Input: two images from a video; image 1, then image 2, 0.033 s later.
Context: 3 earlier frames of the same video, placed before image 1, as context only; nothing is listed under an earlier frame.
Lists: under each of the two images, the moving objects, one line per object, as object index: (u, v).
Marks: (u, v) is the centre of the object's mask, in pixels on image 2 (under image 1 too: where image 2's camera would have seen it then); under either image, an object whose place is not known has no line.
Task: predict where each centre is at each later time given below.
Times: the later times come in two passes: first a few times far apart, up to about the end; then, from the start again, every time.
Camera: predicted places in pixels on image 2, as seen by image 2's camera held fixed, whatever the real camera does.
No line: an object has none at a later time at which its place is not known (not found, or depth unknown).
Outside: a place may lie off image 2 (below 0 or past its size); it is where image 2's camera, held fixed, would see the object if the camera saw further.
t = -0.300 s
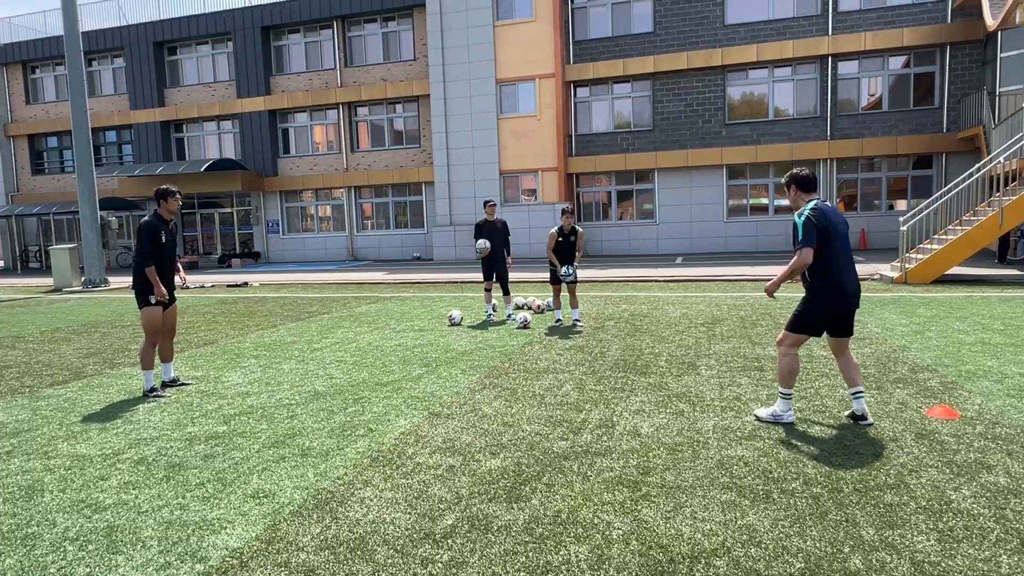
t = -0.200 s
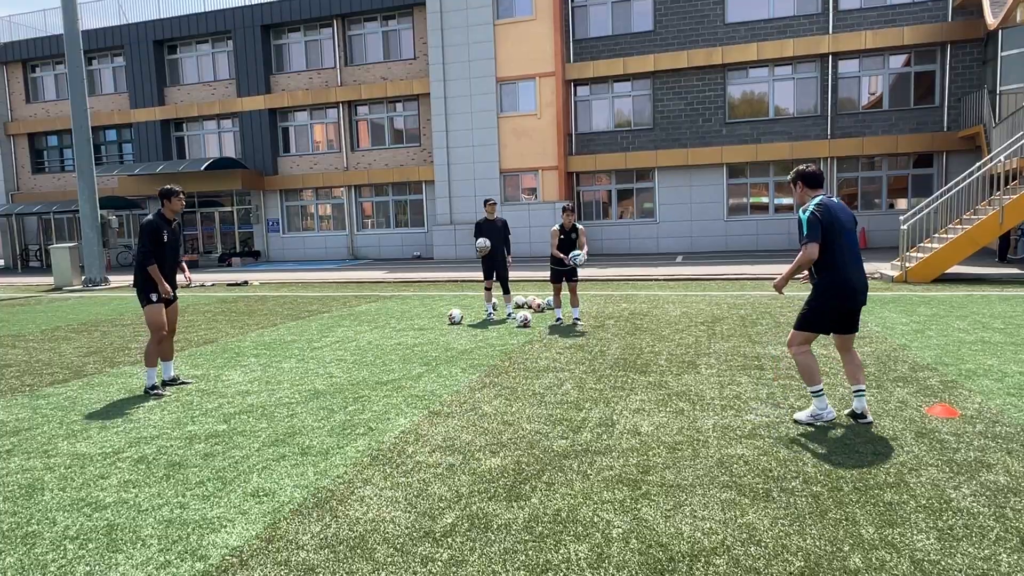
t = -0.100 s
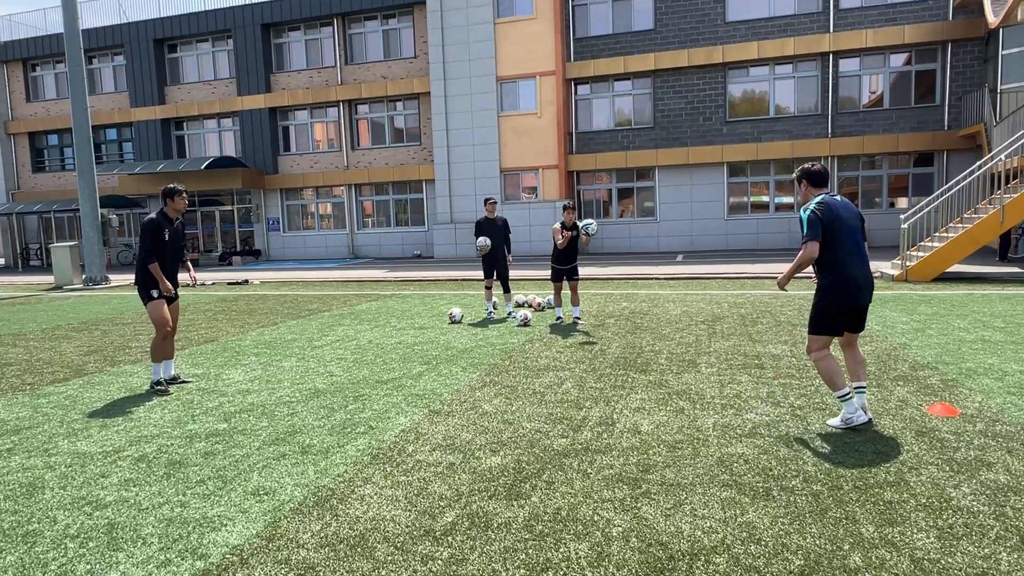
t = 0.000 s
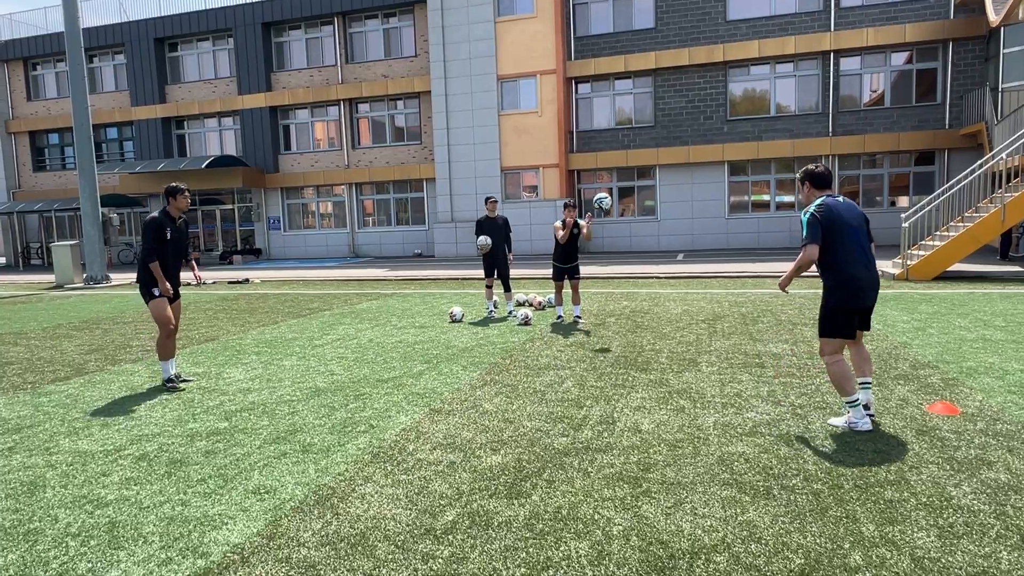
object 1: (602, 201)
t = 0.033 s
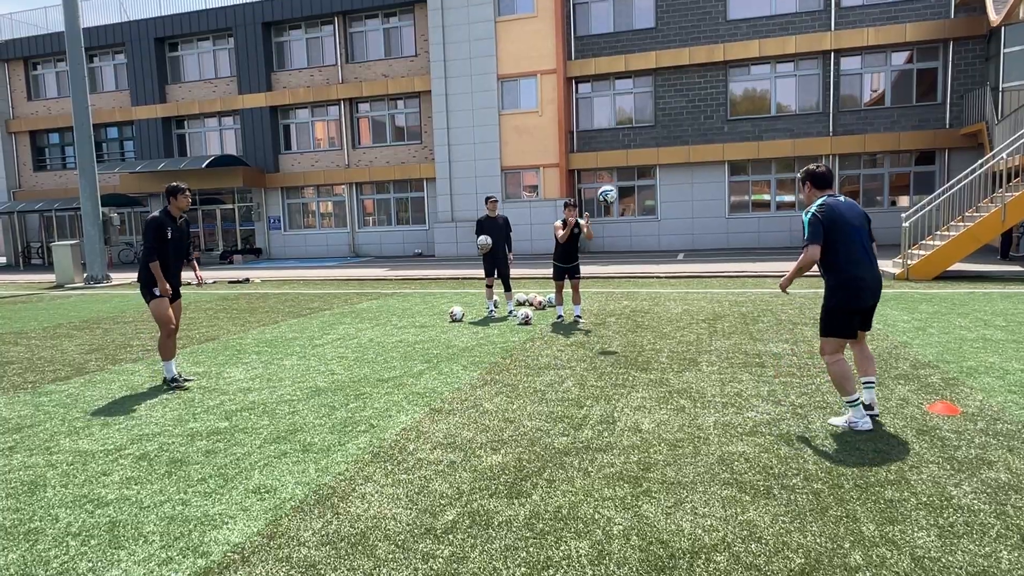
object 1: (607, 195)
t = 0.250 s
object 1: (643, 171)
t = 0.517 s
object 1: (703, 205)
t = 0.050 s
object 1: (610, 192)
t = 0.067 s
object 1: (612, 189)
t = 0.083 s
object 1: (615, 186)
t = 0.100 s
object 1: (617, 184)
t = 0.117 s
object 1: (620, 181)
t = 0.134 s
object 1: (623, 179)
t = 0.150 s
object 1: (625, 177)
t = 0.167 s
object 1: (628, 175)
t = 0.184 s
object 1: (631, 174)
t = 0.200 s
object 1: (634, 173)
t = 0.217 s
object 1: (637, 172)
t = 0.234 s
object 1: (640, 171)
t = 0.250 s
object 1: (643, 171)
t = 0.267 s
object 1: (646, 171)
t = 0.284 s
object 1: (649, 171)
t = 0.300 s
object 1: (653, 171)
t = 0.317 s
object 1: (656, 172)
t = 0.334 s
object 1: (660, 172)
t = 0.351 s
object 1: (664, 174)
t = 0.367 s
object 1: (667, 175)
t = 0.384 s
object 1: (671, 177)
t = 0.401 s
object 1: (674, 179)
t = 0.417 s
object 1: (678, 182)
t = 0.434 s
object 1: (682, 185)
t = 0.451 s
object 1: (686, 188)
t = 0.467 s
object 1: (690, 192)
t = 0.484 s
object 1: (694, 196)
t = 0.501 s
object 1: (699, 200)
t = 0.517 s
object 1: (703, 205)
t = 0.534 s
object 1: (708, 210)
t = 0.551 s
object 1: (712, 216)
